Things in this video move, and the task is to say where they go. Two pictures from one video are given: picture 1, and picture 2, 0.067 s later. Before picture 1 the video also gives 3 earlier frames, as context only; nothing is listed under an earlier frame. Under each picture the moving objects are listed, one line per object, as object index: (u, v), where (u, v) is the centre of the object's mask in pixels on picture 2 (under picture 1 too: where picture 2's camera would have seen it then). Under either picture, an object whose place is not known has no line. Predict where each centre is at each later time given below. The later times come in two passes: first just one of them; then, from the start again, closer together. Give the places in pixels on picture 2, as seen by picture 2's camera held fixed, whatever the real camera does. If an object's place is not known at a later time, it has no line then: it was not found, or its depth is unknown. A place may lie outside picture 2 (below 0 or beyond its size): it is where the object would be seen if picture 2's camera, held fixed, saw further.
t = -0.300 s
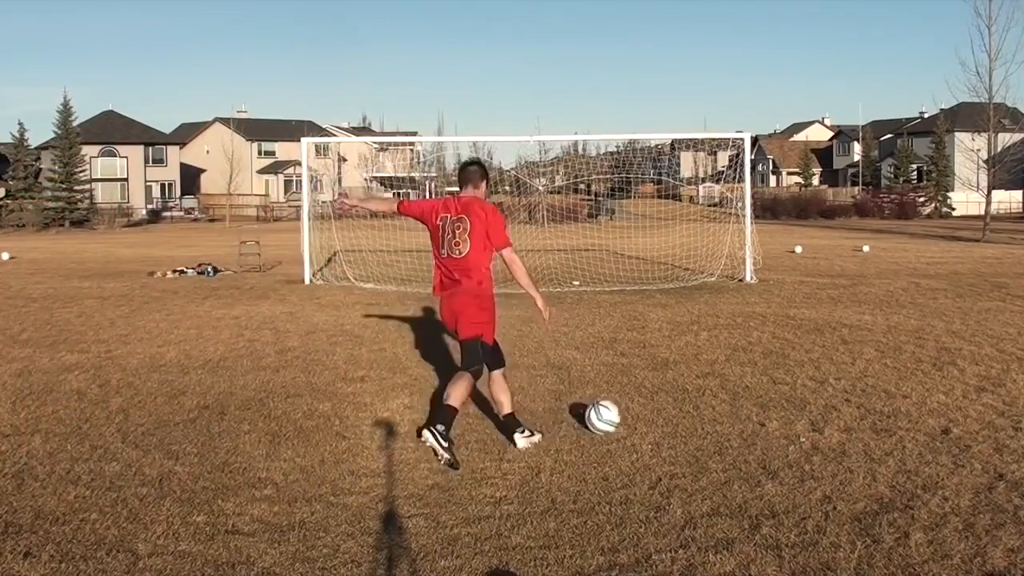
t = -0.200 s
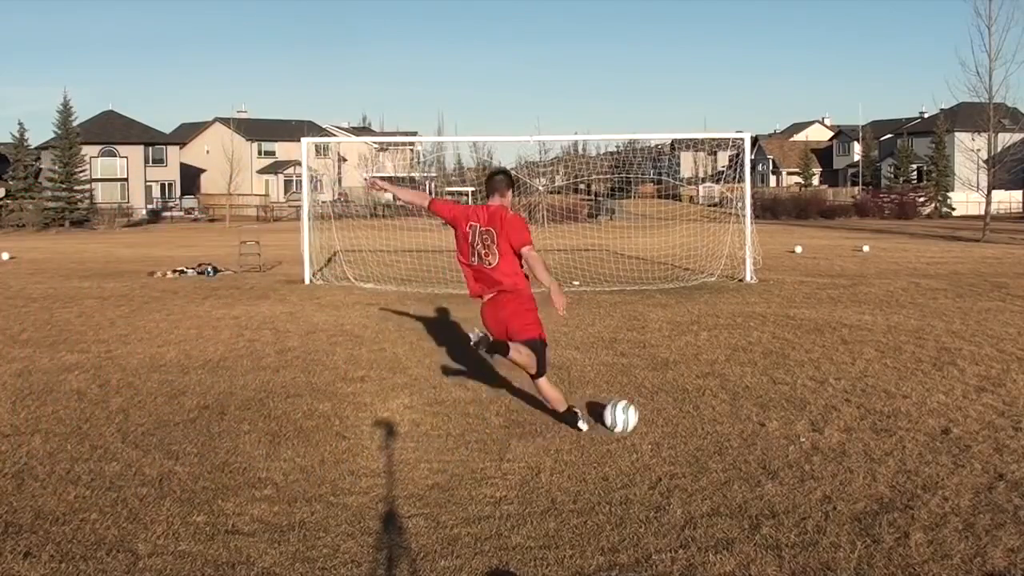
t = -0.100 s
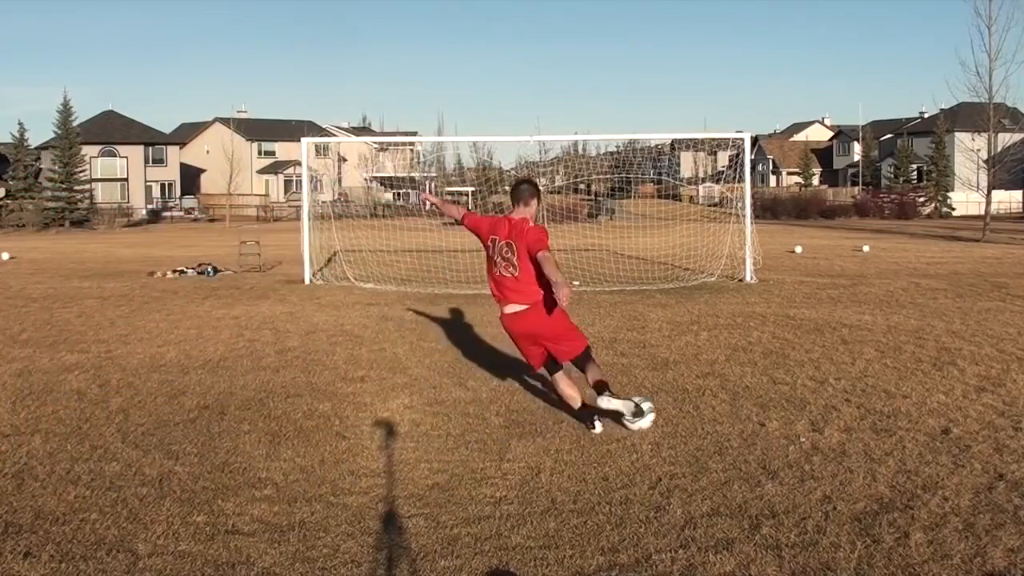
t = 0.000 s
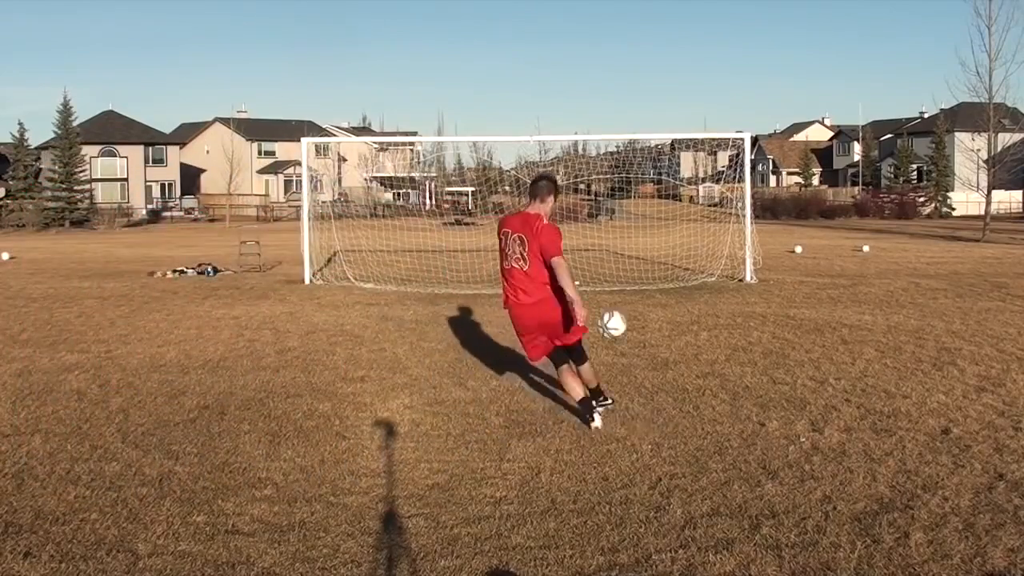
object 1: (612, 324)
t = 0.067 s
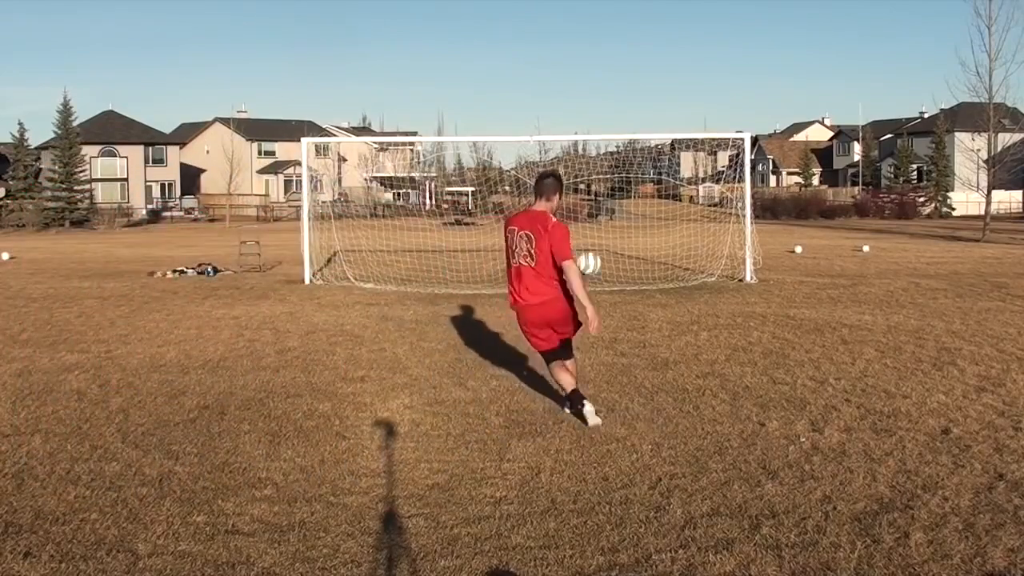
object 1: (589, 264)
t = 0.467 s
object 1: (519, 113)
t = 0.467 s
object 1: (519, 113)
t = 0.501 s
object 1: (516, 110)
